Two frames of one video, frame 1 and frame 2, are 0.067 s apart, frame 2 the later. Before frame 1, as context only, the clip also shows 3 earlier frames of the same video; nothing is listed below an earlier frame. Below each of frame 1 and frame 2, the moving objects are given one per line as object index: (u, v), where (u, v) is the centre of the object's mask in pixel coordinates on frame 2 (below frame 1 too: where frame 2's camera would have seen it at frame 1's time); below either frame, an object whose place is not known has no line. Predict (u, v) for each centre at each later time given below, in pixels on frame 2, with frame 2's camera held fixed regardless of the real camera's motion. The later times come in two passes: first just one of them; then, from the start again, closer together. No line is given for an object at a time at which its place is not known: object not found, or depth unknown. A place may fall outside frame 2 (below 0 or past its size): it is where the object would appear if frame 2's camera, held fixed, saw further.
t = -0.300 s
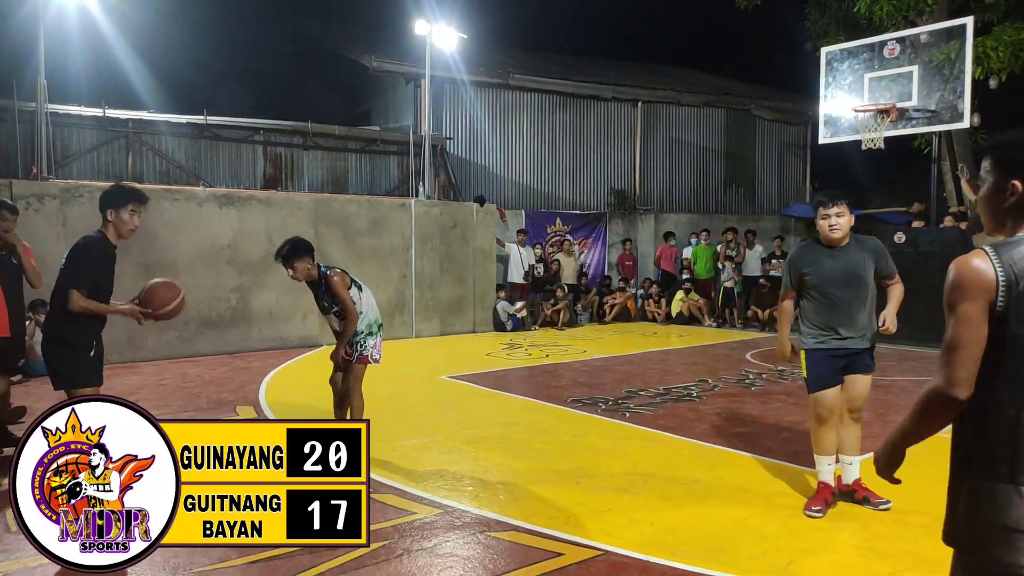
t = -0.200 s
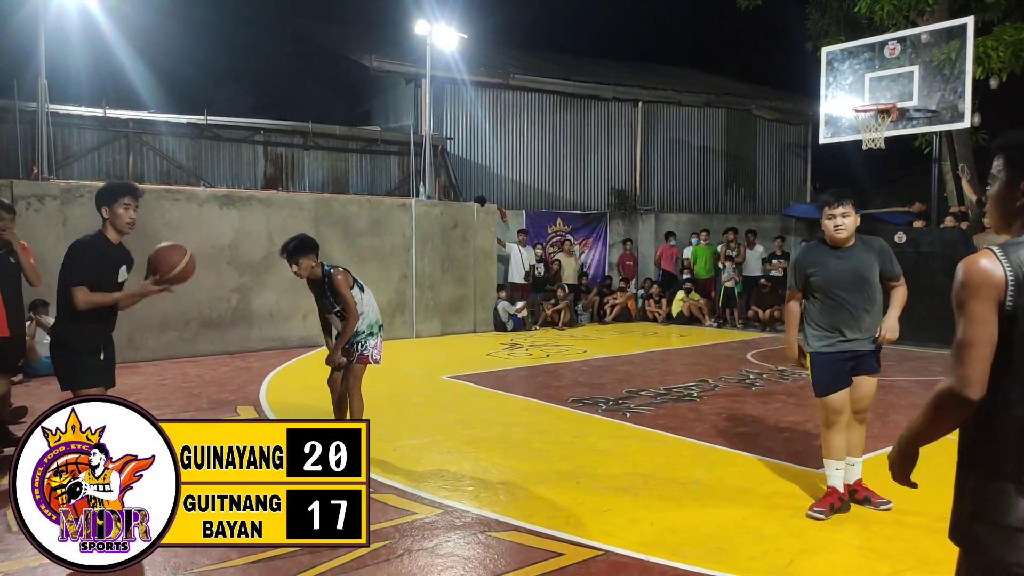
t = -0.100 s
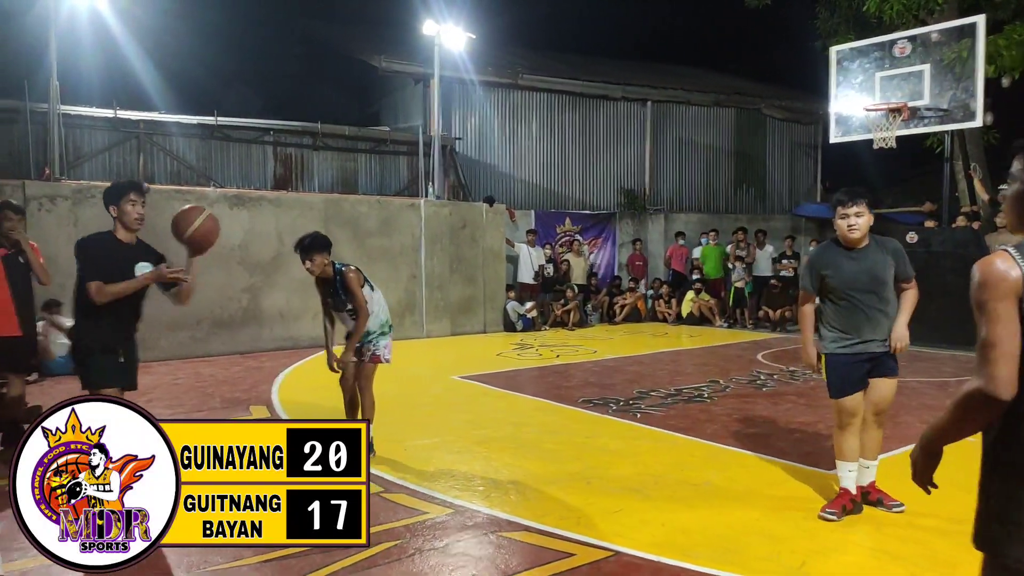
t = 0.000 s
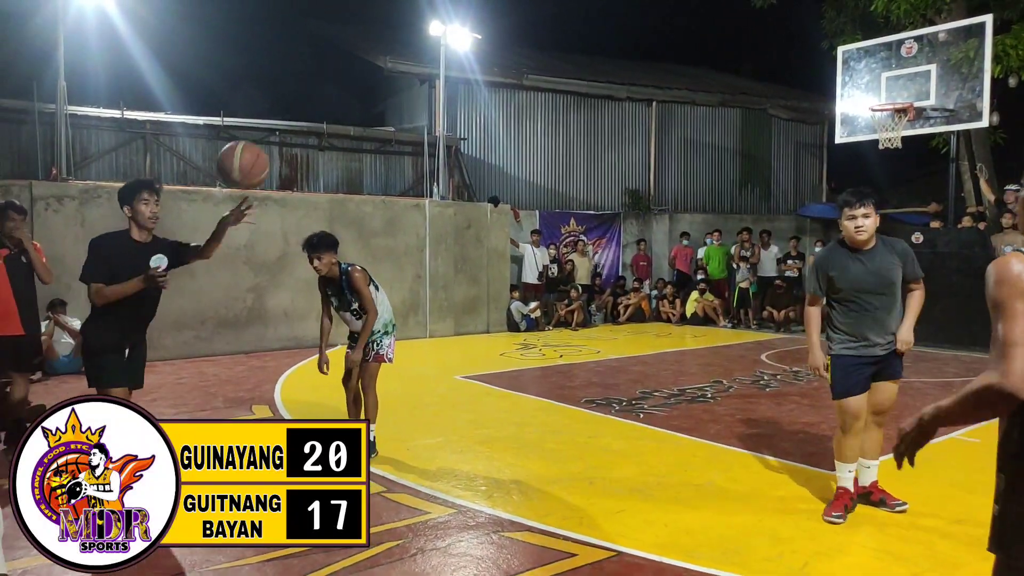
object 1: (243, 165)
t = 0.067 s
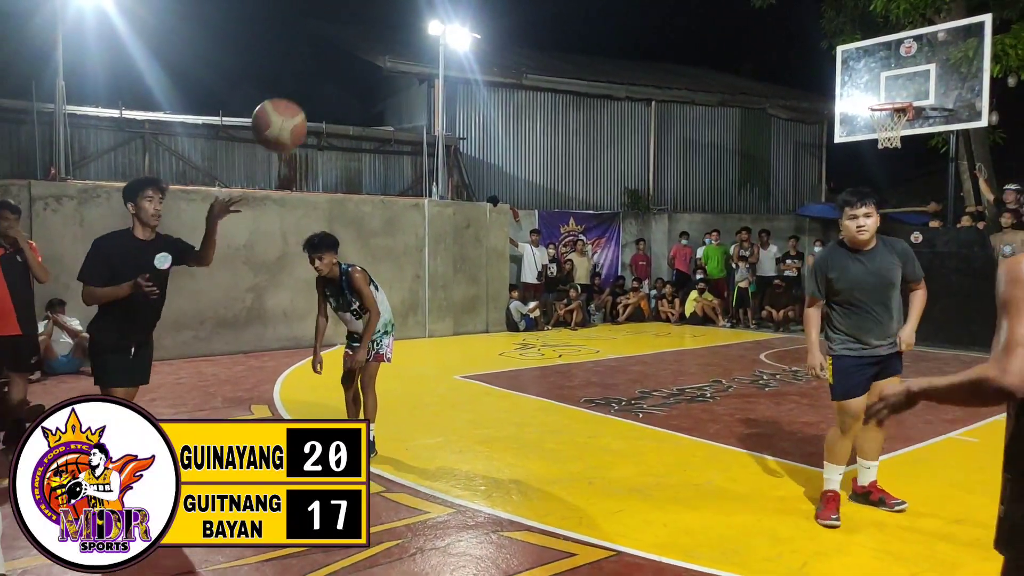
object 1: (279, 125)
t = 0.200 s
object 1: (374, 58)
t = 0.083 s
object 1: (290, 116)
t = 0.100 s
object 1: (301, 106)
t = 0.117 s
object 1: (312, 97)
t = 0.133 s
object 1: (324, 89)
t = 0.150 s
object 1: (335, 81)
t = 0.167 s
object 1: (348, 73)
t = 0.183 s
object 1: (360, 65)
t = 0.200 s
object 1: (374, 58)
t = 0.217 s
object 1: (389, 51)
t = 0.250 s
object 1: (420, 36)
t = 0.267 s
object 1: (438, 32)
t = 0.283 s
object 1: (457, 30)
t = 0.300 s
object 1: (479, 27)
